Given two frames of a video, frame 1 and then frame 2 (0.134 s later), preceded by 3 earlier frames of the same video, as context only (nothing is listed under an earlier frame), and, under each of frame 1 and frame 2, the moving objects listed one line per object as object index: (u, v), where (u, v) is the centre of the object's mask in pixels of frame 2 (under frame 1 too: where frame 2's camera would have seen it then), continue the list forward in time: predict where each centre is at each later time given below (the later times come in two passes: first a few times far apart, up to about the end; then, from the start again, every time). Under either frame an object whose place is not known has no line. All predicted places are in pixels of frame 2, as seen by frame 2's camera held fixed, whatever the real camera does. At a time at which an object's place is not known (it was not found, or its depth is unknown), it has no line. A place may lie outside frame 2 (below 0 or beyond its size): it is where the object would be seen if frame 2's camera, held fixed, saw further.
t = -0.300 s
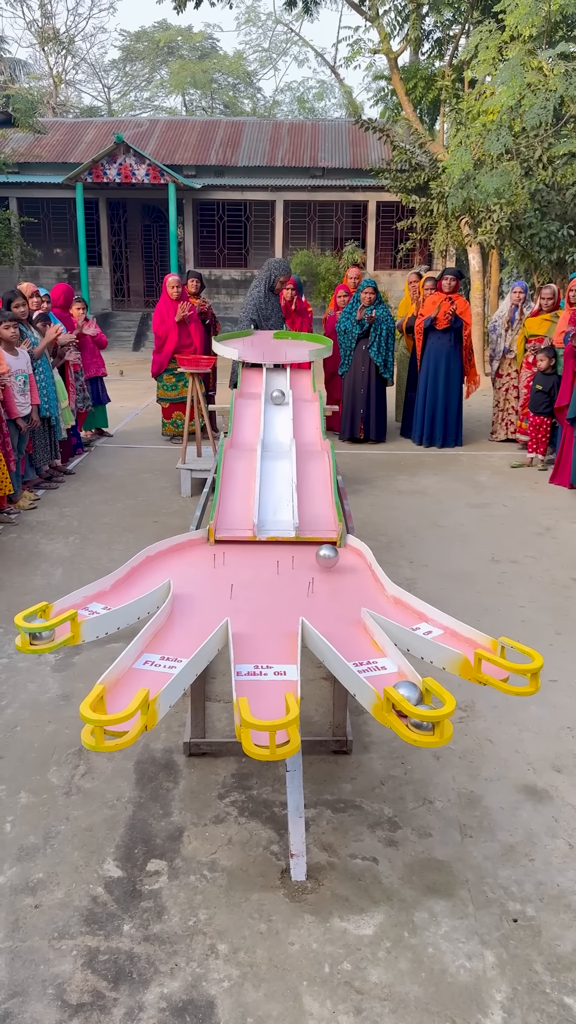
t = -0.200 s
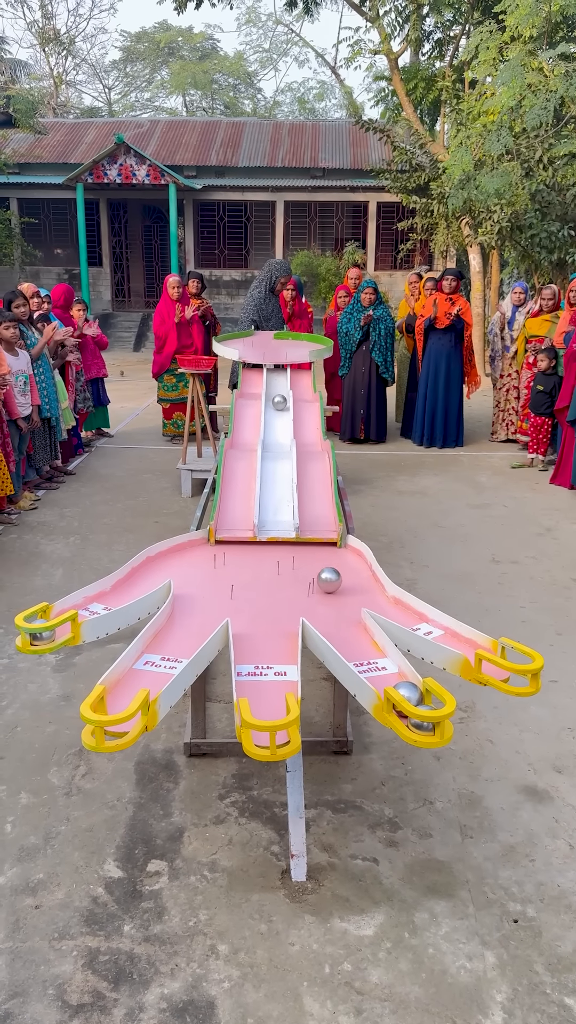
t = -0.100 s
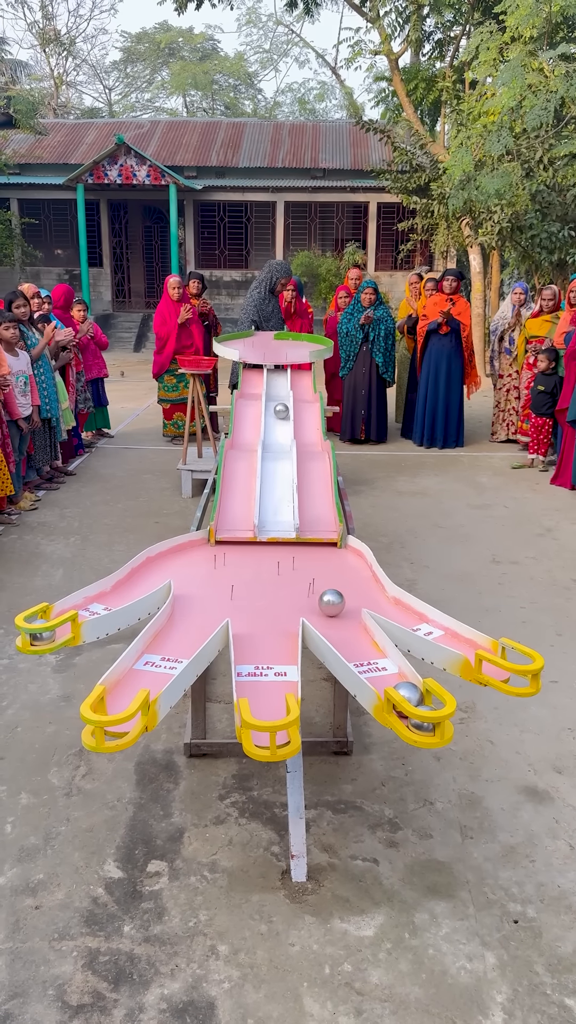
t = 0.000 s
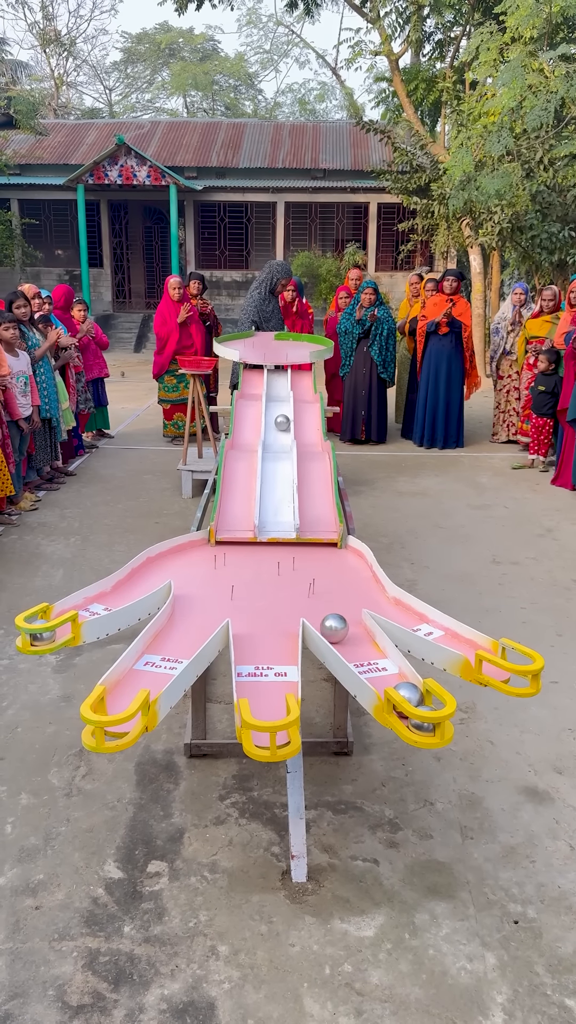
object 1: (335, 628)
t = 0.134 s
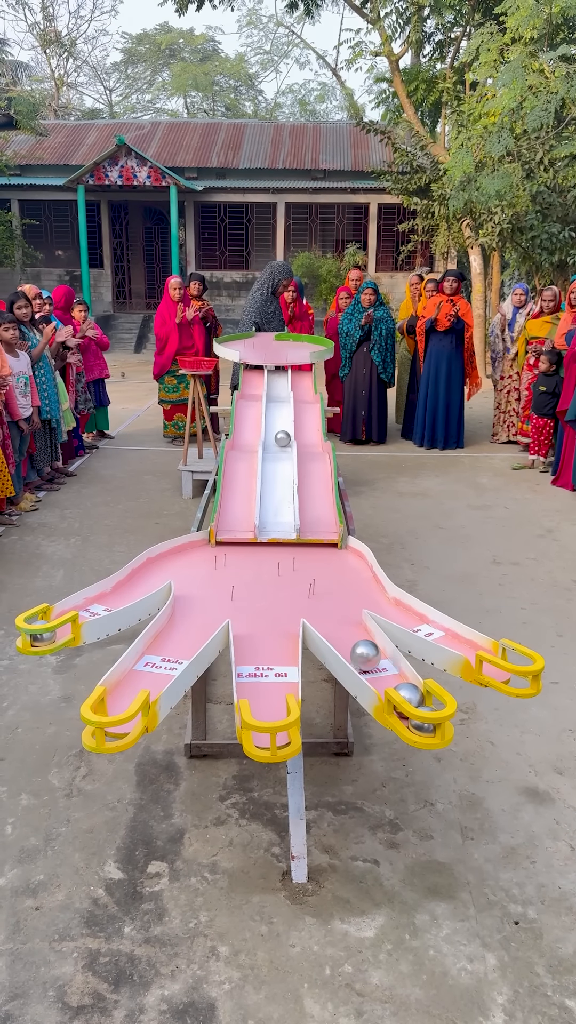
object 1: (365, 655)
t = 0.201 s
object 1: (386, 670)
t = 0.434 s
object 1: (382, 678)
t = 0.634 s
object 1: (384, 680)
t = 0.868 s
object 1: (384, 680)
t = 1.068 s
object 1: (383, 680)
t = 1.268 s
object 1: (383, 680)
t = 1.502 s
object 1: (383, 680)
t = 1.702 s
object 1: (383, 680)
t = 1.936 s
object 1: (384, 680)
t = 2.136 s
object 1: (384, 680)
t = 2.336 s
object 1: (385, 680)
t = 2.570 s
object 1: (385, 680)
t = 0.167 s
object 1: (376, 663)
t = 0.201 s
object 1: (386, 670)
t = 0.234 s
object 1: (394, 674)
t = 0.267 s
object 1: (400, 674)
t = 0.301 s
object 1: (393, 674)
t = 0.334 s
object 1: (386, 677)
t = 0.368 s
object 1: (384, 677)
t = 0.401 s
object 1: (382, 677)
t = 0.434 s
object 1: (382, 678)
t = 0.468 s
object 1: (381, 679)
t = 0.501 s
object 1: (382, 679)
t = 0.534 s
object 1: (383, 679)
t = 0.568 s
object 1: (384, 680)
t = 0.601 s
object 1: (384, 680)
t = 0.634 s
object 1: (384, 680)
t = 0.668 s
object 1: (384, 680)
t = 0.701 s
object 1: (384, 680)
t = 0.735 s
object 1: (384, 679)
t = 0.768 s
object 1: (384, 680)
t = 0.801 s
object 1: (384, 680)
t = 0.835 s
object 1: (384, 679)
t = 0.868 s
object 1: (384, 680)
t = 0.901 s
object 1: (384, 680)
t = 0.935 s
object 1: (384, 680)
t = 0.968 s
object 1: (384, 680)
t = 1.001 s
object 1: (384, 680)
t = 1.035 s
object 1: (383, 680)
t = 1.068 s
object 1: (383, 680)
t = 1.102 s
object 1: (383, 680)
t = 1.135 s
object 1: (383, 680)
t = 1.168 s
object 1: (383, 680)
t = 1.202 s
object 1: (383, 680)
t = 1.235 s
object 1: (383, 680)
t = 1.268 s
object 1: (383, 680)
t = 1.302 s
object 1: (383, 680)
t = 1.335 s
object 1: (383, 680)
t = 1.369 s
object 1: (383, 680)
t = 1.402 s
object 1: (383, 680)
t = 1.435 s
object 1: (383, 680)
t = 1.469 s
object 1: (383, 680)
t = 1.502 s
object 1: (383, 680)
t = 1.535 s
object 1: (383, 680)
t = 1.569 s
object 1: (383, 680)
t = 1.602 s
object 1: (383, 680)
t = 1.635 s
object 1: (383, 680)
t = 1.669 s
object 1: (383, 680)
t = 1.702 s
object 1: (383, 680)
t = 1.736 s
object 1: (383, 680)
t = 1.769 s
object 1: (383, 680)
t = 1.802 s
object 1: (383, 680)
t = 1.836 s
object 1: (383, 680)
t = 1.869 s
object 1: (384, 680)
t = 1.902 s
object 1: (384, 680)
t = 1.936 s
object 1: (384, 680)
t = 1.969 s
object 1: (384, 680)
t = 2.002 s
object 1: (384, 680)
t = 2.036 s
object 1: (384, 680)
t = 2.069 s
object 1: (384, 680)
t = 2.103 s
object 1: (384, 680)
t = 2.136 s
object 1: (384, 680)
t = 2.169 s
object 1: (384, 680)
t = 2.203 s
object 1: (384, 680)
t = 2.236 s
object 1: (384, 680)
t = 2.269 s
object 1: (385, 680)
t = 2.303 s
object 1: (385, 680)
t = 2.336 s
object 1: (385, 680)
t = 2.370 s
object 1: (385, 680)
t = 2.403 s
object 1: (385, 680)
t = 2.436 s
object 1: (385, 680)
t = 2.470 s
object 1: (385, 680)
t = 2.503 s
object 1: (385, 680)
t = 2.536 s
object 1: (385, 680)
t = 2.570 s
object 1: (385, 680)
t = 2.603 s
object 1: (385, 680)
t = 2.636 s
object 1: (385, 680)
